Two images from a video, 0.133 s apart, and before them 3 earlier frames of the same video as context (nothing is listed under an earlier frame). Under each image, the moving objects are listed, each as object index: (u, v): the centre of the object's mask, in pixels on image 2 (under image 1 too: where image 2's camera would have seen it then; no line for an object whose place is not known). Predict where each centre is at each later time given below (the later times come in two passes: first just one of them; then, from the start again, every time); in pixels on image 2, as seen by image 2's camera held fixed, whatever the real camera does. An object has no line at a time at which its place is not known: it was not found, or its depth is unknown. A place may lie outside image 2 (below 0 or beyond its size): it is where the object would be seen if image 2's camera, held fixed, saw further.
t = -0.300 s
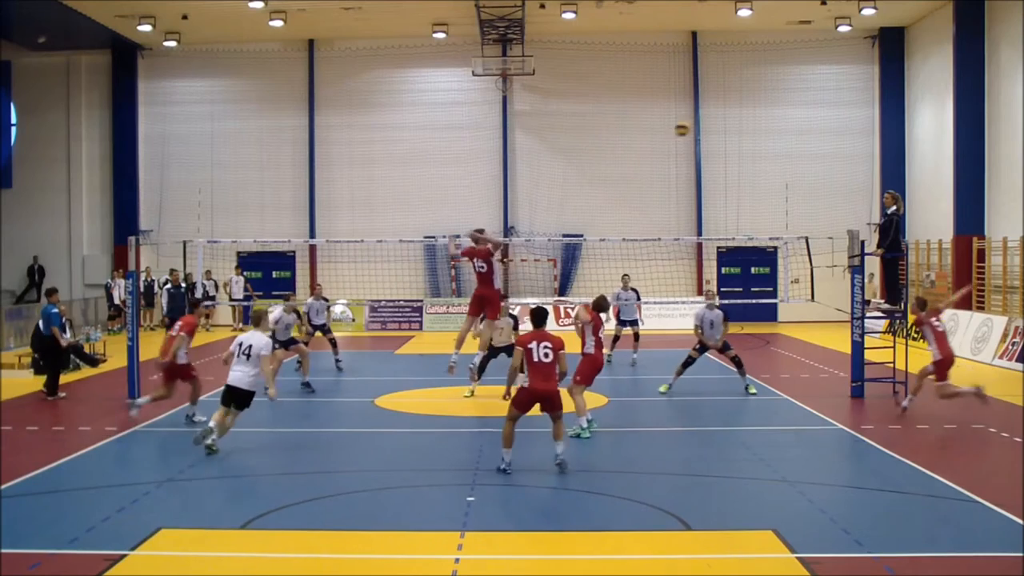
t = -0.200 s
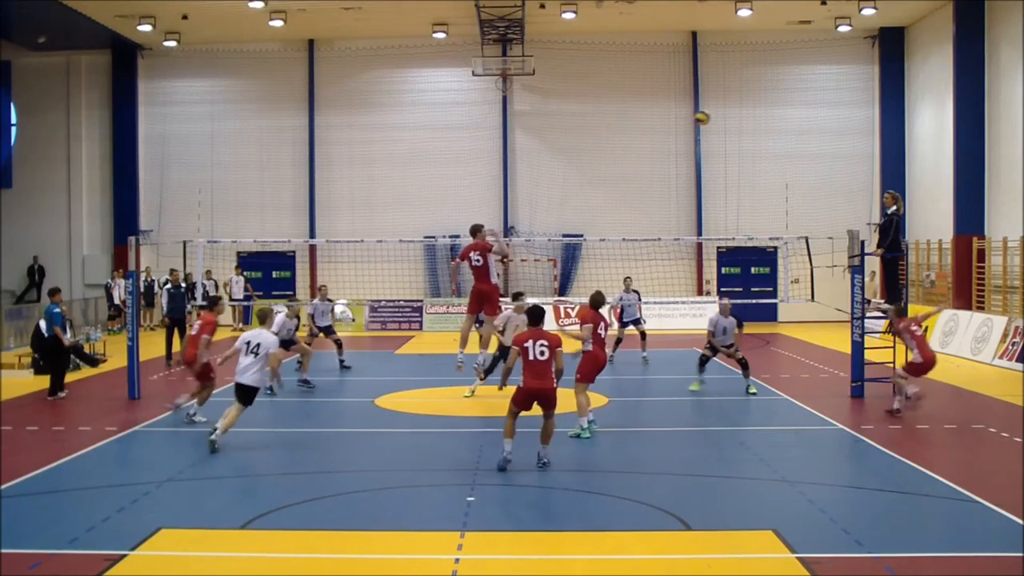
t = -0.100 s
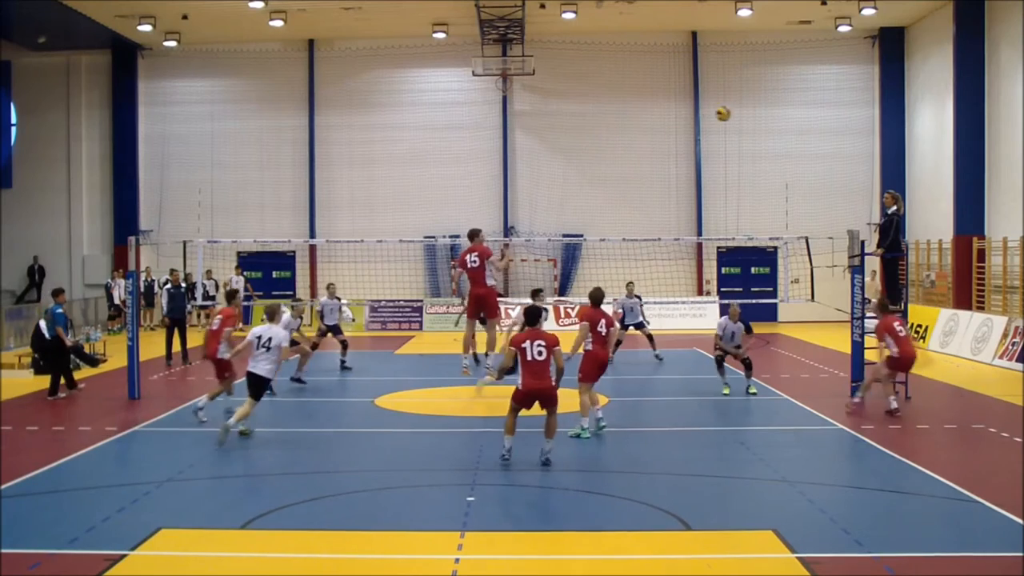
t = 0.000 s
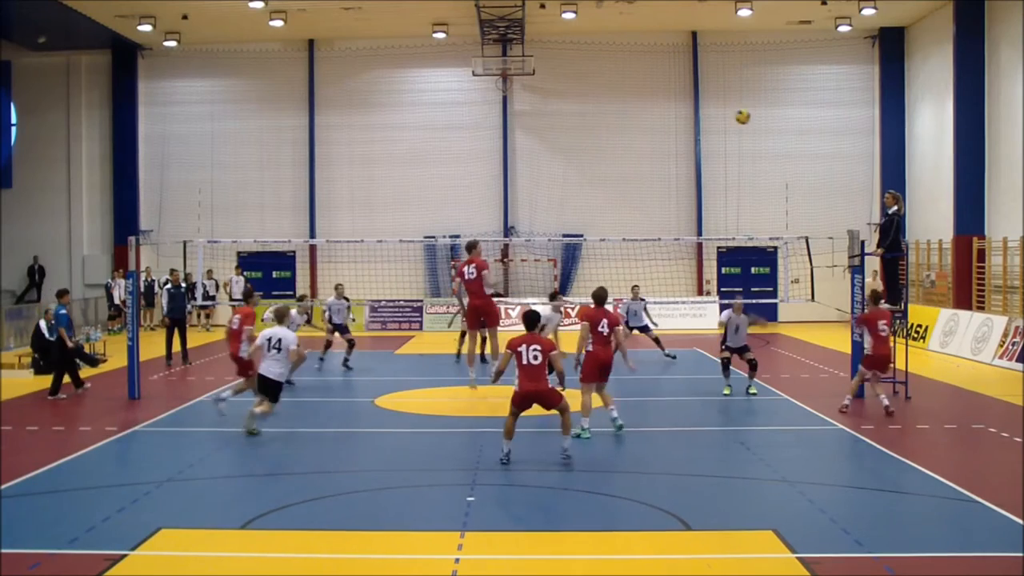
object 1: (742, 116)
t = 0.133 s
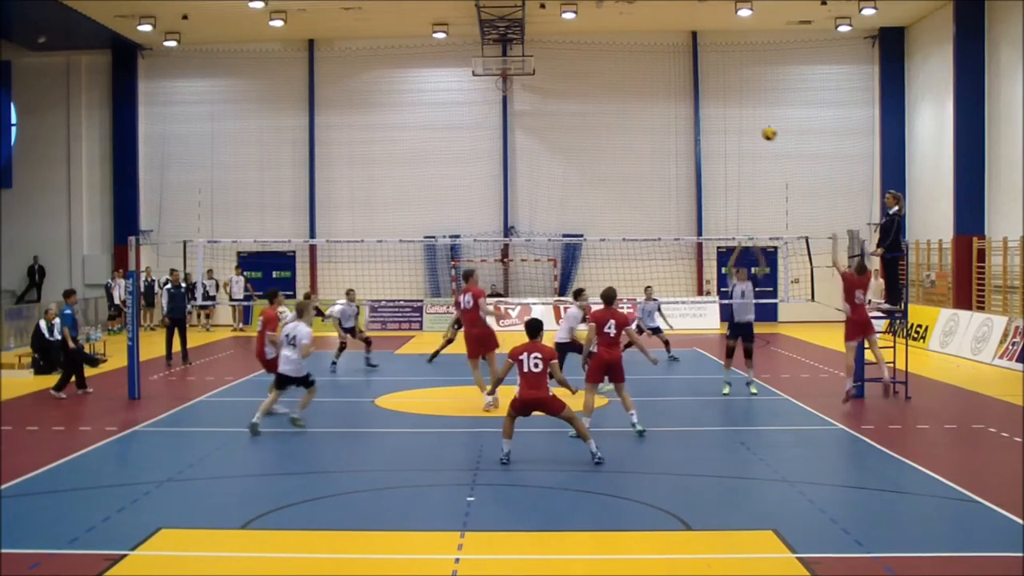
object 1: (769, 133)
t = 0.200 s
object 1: (780, 144)
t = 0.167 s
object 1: (773, 136)
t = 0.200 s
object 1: (780, 144)
